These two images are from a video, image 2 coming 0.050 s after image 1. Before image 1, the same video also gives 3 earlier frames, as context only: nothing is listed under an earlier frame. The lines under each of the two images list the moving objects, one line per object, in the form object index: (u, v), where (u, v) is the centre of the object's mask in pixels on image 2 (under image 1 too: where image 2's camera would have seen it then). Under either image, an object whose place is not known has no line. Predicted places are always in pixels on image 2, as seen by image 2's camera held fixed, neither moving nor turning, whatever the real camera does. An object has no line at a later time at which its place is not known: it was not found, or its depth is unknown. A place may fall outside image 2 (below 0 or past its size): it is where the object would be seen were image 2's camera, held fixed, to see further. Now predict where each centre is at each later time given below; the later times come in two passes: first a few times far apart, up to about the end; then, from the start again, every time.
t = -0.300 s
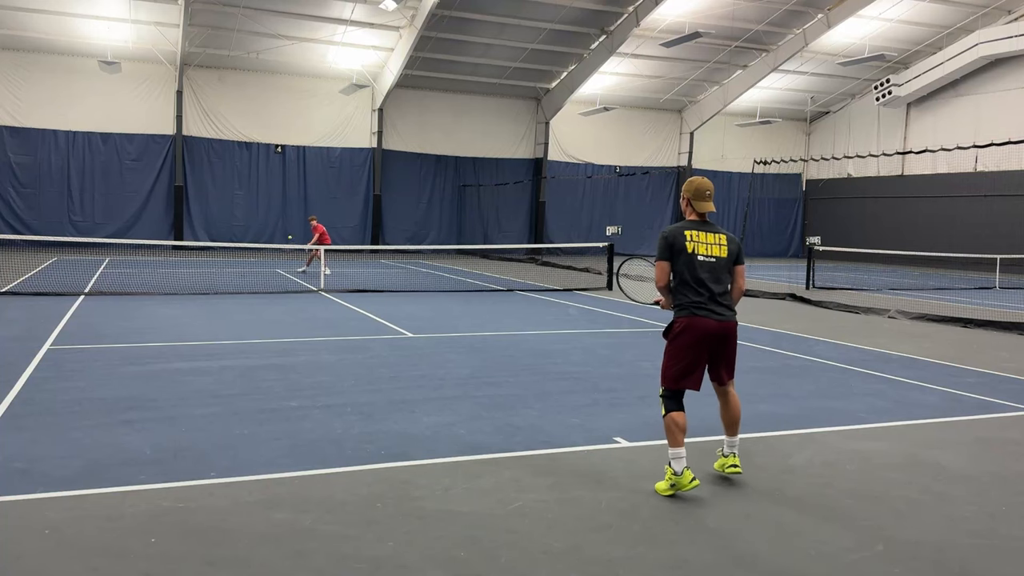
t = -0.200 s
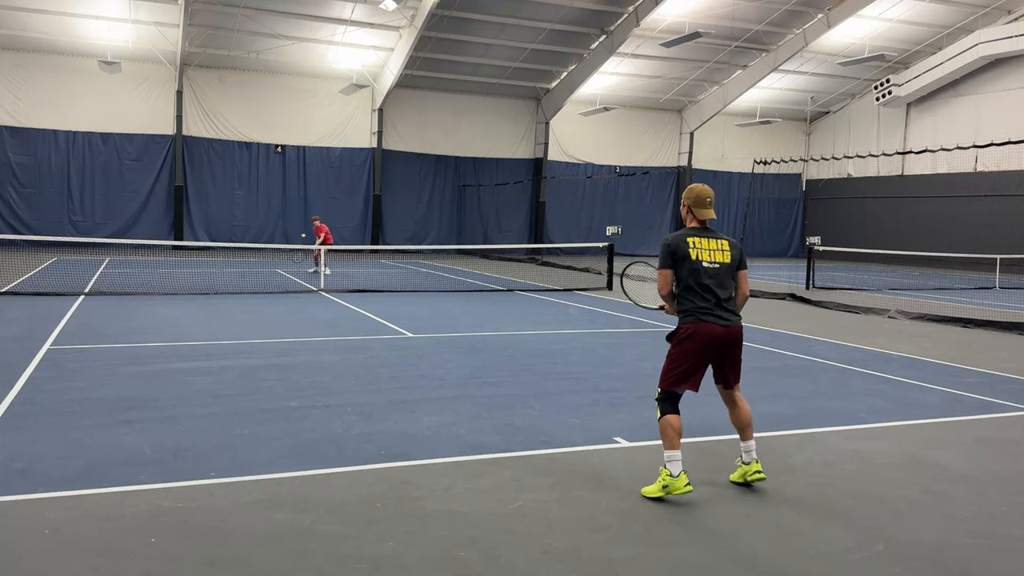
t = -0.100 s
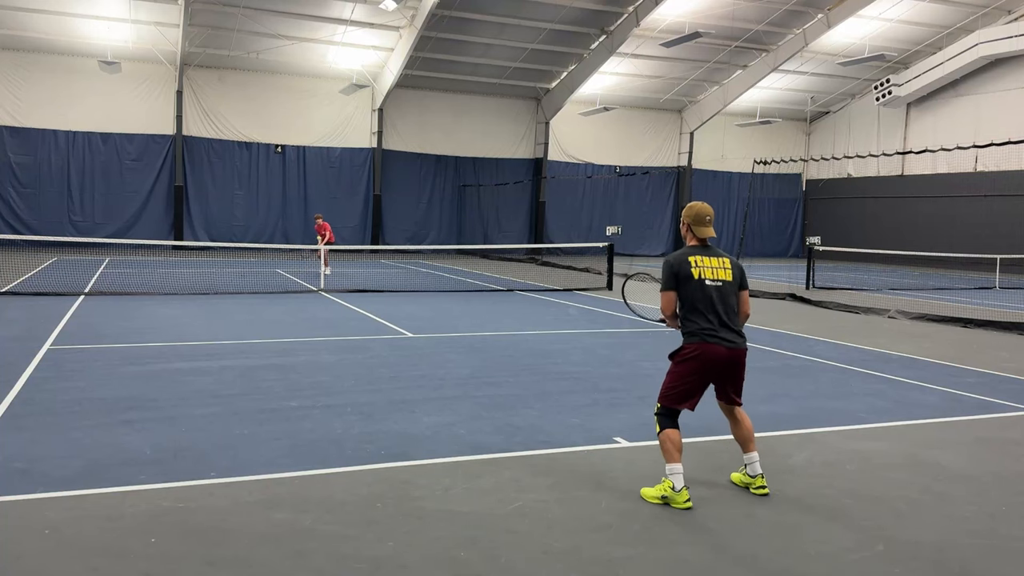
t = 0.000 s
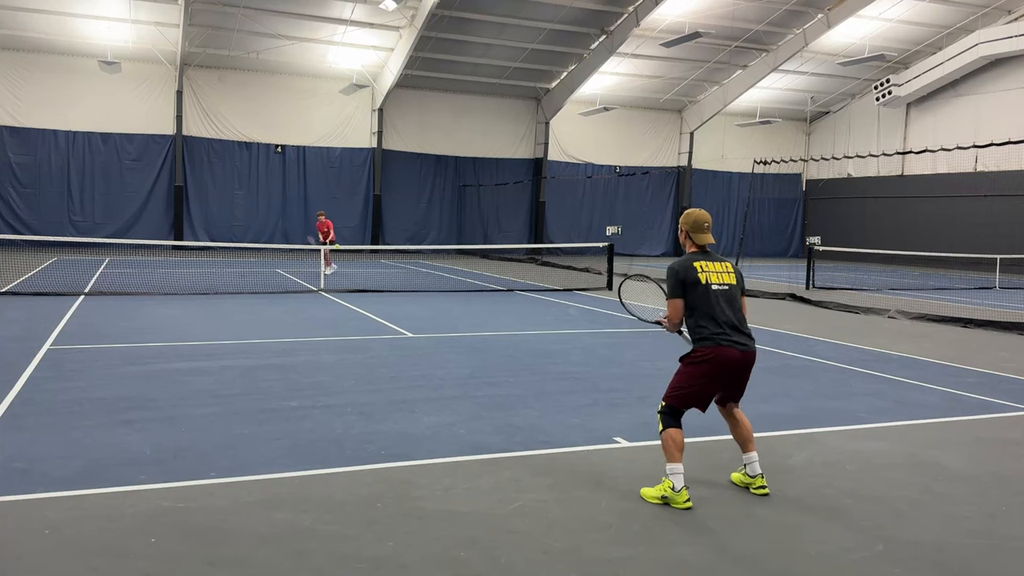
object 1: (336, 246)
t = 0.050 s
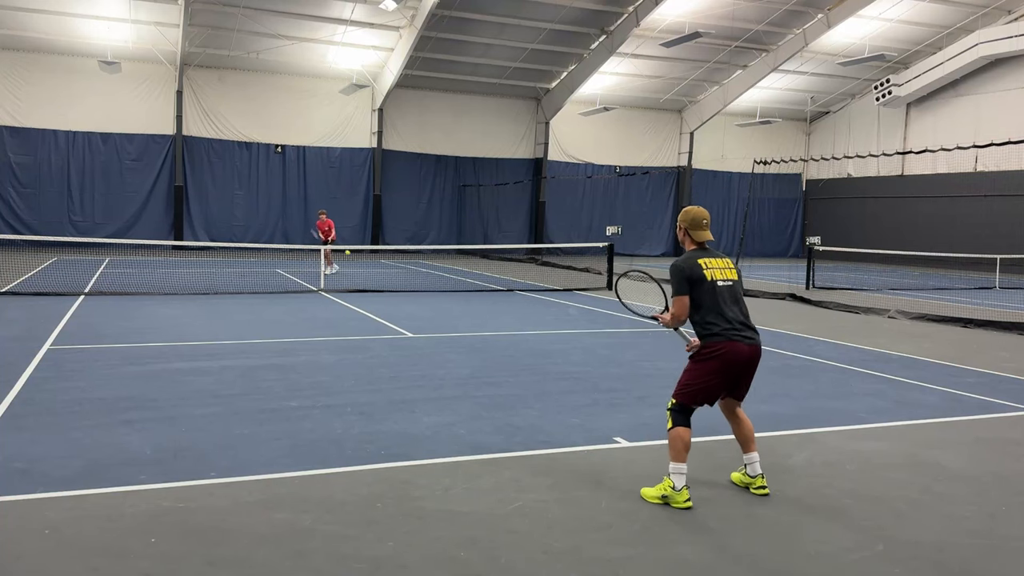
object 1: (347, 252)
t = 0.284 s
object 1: (409, 316)
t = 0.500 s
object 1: (476, 328)
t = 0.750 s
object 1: (586, 368)
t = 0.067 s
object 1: (351, 255)
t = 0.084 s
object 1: (354, 258)
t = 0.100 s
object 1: (358, 261)
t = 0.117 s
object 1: (362, 264)
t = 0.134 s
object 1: (367, 268)
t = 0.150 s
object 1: (371, 272)
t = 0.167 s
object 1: (374, 276)
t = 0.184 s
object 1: (379, 281)
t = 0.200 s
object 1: (384, 286)
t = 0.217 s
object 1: (389, 291)
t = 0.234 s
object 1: (393, 296)
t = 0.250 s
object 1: (399, 303)
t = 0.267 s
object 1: (404, 309)
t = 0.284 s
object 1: (409, 316)
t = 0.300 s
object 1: (415, 323)
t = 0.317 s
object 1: (421, 331)
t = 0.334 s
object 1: (427, 340)
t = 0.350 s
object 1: (432, 341)
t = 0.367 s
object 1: (436, 339)
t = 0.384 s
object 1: (440, 336)
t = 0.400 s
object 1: (445, 334)
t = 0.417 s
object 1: (450, 333)
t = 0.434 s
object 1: (455, 332)
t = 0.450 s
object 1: (460, 330)
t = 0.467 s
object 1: (465, 329)
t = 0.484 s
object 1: (471, 329)
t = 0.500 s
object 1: (476, 328)
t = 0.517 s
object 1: (482, 328)
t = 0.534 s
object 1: (488, 328)
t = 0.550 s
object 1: (494, 329)
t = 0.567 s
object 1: (500, 330)
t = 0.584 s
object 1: (507, 331)
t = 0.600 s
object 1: (514, 332)
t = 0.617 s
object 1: (520, 335)
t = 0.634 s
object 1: (528, 337)
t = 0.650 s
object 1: (535, 339)
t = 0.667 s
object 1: (543, 343)
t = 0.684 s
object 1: (551, 347)
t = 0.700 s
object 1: (559, 351)
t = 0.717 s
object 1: (568, 356)
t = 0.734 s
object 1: (577, 362)
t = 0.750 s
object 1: (586, 368)
